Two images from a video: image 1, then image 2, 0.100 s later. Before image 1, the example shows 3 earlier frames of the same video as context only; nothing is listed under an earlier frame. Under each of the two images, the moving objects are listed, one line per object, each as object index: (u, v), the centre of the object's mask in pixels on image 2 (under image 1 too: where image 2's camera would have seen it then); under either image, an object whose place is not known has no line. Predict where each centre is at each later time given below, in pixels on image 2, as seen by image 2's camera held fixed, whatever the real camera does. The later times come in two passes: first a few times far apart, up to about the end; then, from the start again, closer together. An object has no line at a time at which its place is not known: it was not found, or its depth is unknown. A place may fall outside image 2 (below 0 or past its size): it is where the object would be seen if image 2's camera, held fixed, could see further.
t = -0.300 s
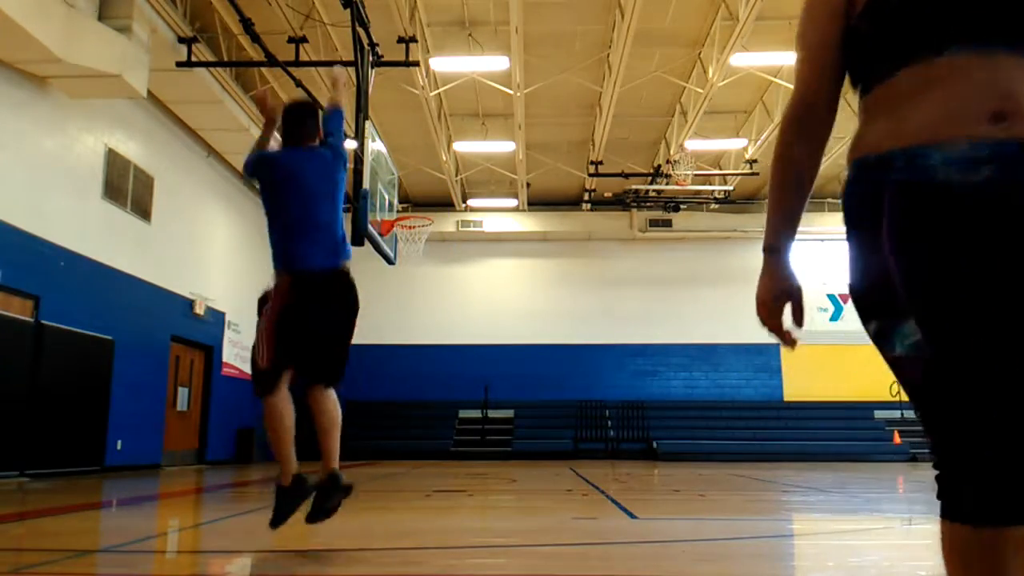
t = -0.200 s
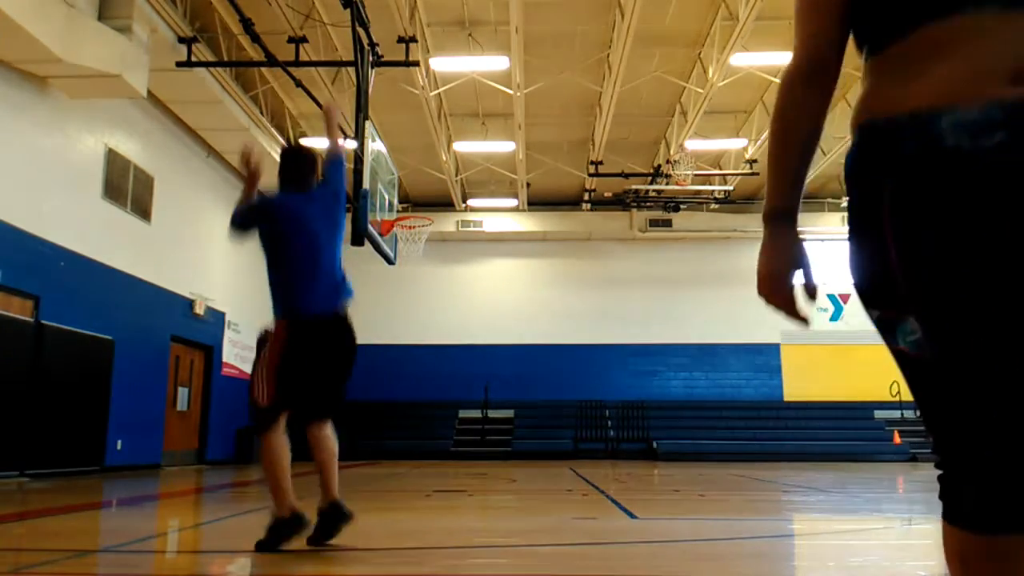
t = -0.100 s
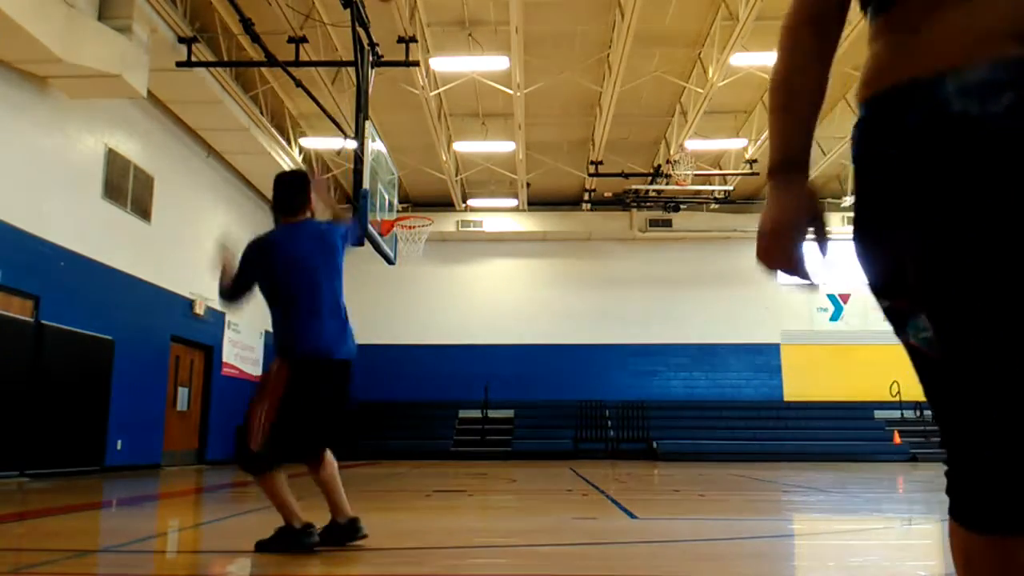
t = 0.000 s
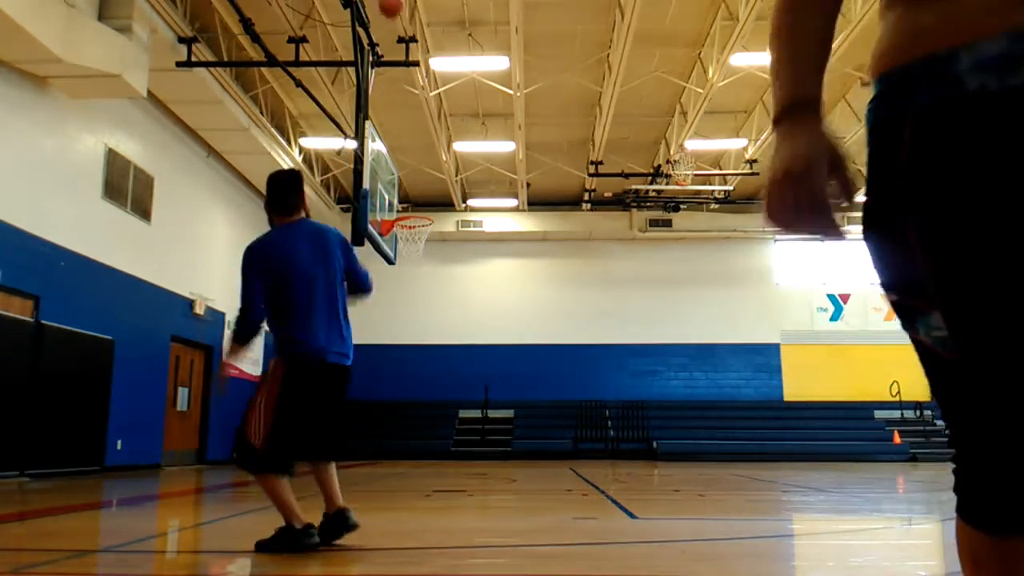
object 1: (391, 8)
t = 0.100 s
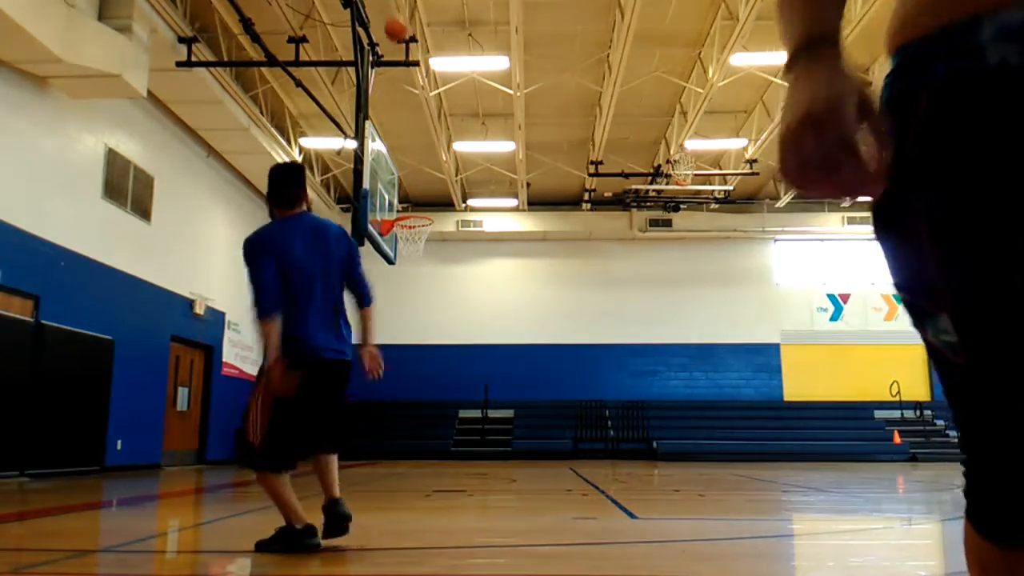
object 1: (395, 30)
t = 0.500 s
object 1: (409, 178)
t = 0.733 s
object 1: (415, 190)
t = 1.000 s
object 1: (418, 201)
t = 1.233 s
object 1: (425, 250)
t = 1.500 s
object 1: (422, 343)
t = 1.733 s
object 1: (422, 452)
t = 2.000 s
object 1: (426, 391)
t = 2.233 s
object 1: (429, 360)
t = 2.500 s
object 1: (431, 366)
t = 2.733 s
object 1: (432, 403)
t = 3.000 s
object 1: (433, 448)
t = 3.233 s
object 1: (436, 415)
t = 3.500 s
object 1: (438, 413)
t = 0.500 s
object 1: (409, 178)
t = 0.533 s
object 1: (411, 194)
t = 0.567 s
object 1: (412, 208)
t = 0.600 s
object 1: (413, 203)
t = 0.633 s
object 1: (414, 200)
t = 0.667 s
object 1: (414, 195)
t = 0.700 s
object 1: (415, 193)
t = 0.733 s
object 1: (415, 190)
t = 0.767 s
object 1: (416, 189)
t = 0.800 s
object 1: (416, 189)
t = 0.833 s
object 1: (416, 189)
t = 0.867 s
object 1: (416, 190)
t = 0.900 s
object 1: (417, 191)
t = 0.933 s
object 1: (417, 193)
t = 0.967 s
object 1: (418, 198)
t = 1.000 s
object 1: (418, 201)
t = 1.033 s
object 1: (419, 206)
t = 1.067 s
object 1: (419, 211)
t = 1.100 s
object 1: (421, 217)
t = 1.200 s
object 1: (421, 242)
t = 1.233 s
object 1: (425, 250)
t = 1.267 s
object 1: (422, 259)
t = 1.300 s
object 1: (421, 269)
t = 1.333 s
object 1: (421, 278)
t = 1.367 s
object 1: (421, 290)
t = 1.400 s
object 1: (422, 303)
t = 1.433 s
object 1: (422, 315)
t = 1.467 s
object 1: (422, 328)
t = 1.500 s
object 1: (422, 343)
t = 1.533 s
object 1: (423, 356)
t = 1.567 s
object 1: (423, 370)
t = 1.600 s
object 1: (423, 386)
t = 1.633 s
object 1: (423, 403)
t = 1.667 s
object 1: (422, 419)
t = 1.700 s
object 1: (422, 436)
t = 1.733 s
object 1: (422, 452)
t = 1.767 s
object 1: (423, 464)
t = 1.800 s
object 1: (423, 450)
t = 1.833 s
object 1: (423, 438)
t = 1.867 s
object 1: (424, 426)
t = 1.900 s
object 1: (425, 416)
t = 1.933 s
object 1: (425, 407)
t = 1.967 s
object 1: (426, 398)
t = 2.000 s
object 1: (426, 391)
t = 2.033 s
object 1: (427, 384)
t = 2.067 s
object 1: (427, 378)
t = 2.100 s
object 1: (428, 373)
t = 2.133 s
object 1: (428, 369)
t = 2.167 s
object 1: (428, 365)
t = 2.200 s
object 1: (429, 363)
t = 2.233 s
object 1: (429, 360)
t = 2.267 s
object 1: (429, 358)
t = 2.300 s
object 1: (430, 358)
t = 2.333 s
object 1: (430, 358)
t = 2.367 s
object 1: (430, 358)
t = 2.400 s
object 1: (430, 359)
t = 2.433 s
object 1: (431, 362)
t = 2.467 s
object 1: (431, 364)
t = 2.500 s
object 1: (431, 366)
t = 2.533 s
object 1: (431, 370)
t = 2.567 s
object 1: (432, 374)
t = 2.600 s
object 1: (432, 379)
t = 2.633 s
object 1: (432, 384)
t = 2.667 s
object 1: (432, 390)
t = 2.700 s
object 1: (432, 396)
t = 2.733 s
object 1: (432, 403)
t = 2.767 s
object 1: (433, 410)
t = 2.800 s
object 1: (432, 419)
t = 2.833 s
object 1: (432, 428)
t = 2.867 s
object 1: (432, 437)
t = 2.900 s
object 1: (433, 447)
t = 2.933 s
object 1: (434, 456)
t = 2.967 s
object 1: (433, 456)
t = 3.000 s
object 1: (433, 448)
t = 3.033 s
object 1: (434, 442)
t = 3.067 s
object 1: (434, 435)
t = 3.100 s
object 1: (435, 429)
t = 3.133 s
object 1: (435, 424)
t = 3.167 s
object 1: (436, 421)
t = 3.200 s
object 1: (436, 417)
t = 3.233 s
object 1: (436, 415)
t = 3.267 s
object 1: (436, 412)
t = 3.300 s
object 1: (437, 410)
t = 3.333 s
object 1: (437, 410)
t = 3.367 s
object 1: (437, 410)
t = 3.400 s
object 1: (437, 410)
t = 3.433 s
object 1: (437, 410)
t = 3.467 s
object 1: (438, 411)
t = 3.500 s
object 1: (438, 413)
